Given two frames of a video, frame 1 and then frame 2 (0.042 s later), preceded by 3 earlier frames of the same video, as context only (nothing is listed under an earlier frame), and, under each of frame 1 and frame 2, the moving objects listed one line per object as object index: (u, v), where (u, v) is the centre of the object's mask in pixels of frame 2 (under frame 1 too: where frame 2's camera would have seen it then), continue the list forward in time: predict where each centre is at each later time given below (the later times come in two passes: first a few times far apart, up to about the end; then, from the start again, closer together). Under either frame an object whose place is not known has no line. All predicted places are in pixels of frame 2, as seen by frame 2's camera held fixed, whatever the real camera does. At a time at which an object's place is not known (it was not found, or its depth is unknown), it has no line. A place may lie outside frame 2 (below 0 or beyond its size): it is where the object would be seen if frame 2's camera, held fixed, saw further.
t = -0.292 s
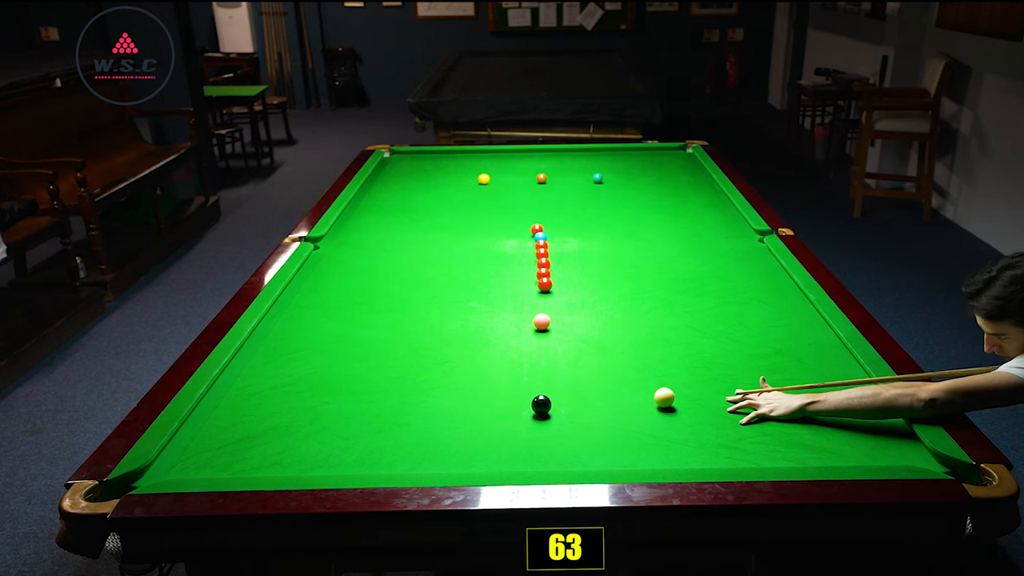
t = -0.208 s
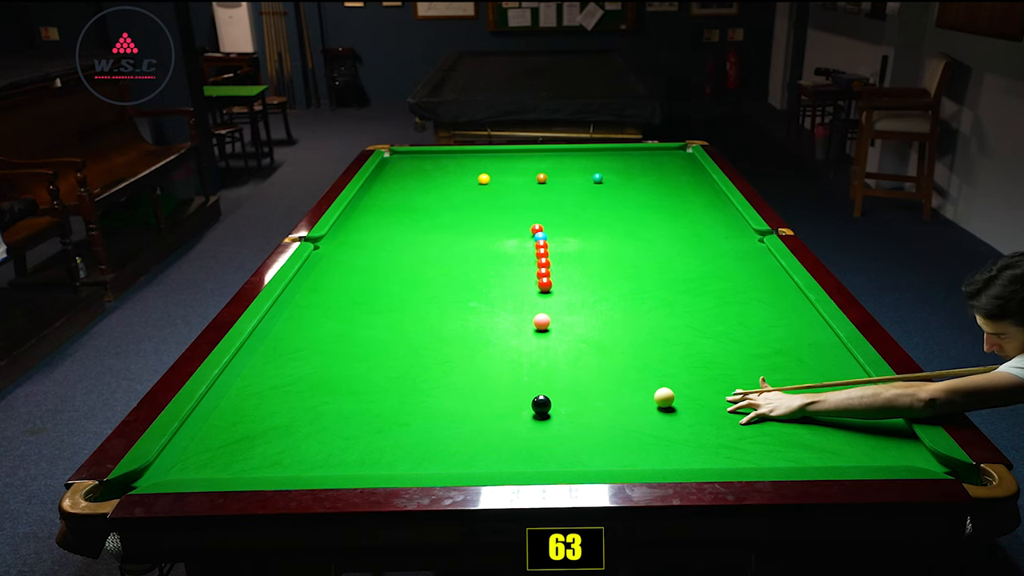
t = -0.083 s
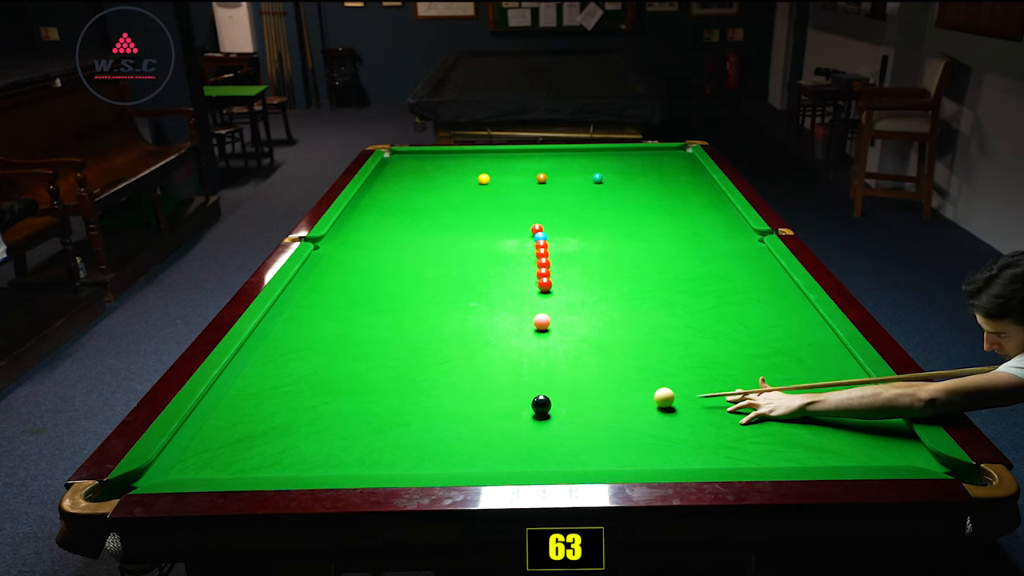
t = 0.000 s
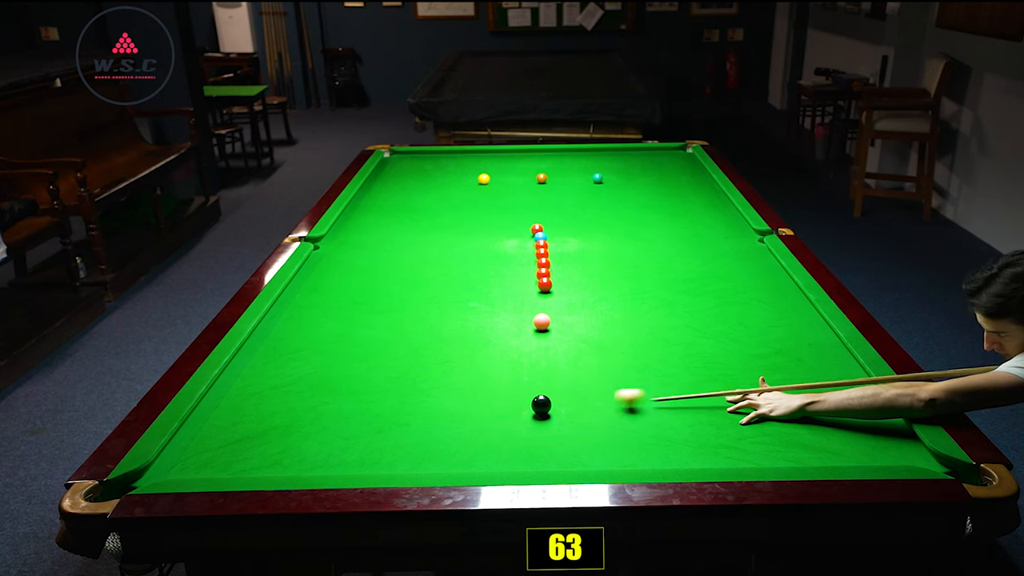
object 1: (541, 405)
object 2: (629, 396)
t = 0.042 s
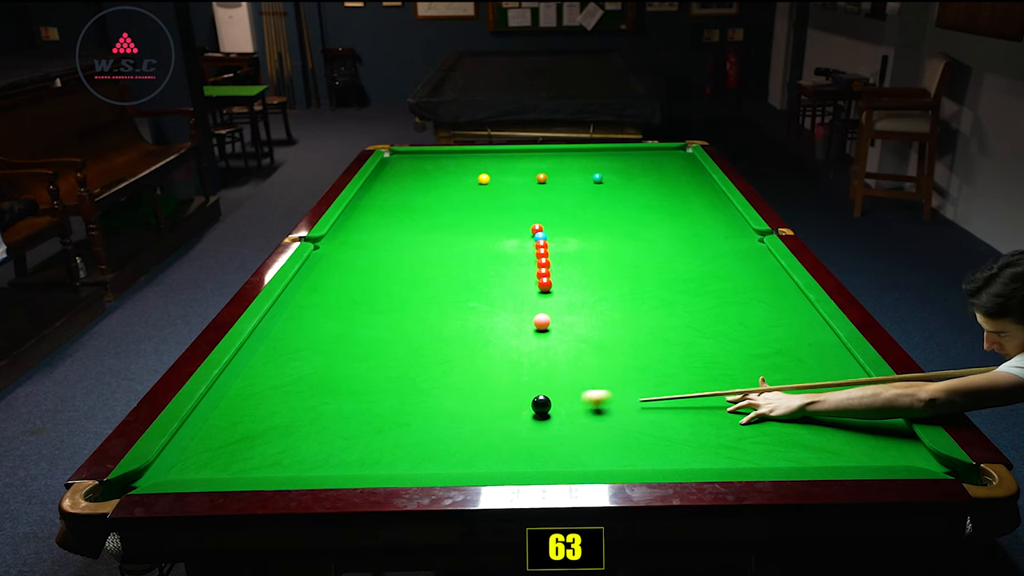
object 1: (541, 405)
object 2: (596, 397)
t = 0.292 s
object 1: (435, 425)
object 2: (545, 386)
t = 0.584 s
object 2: (529, 370)
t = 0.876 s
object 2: (514, 356)
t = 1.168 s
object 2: (501, 344)
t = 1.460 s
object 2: (490, 334)
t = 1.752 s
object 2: (479, 326)
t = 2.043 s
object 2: (471, 318)
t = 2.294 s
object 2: (464, 313)
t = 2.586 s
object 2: (458, 308)
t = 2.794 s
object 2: (451, 302)
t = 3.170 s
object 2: (442, 295)
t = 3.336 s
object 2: (442, 295)
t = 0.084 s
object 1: (541, 405)
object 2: (565, 398)
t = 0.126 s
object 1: (521, 408)
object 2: (556, 398)
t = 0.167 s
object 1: (498, 413)
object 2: (553, 394)
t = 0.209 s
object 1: (475, 417)
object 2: (550, 392)
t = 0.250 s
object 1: (454, 421)
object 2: (548, 389)
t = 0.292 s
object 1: (435, 425)
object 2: (545, 386)
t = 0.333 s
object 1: (415, 429)
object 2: (543, 384)
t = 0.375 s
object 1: (395, 433)
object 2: (540, 382)
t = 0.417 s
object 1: (375, 437)
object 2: (538, 379)
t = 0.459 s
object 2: (536, 377)
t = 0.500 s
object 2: (533, 374)
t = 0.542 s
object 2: (531, 372)
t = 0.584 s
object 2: (529, 370)
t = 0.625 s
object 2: (527, 368)
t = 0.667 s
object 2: (524, 366)
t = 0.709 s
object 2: (522, 364)
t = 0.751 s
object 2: (520, 362)
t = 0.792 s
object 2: (518, 360)
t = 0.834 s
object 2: (516, 358)
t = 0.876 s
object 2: (514, 356)
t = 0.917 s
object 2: (512, 354)
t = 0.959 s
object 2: (510, 352)
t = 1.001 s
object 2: (508, 351)
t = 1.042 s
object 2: (506, 349)
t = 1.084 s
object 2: (505, 347)
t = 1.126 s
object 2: (503, 346)
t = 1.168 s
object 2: (501, 344)
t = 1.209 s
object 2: (499, 343)
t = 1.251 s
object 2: (498, 341)
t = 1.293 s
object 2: (496, 340)
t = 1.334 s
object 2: (494, 338)
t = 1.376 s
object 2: (493, 337)
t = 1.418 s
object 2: (491, 335)
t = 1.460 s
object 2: (490, 334)
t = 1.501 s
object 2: (488, 333)
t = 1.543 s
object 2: (486, 331)
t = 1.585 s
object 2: (485, 330)
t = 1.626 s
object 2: (484, 329)
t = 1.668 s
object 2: (482, 328)
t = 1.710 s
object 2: (481, 327)
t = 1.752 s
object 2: (479, 326)
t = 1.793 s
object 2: (478, 324)
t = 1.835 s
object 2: (477, 323)
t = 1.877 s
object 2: (476, 322)
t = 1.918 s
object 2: (474, 321)
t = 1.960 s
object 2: (473, 320)
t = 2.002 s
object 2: (472, 319)
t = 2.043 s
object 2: (471, 318)
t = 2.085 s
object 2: (470, 317)
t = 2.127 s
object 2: (469, 316)
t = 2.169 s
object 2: (467, 315)
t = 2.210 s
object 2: (466, 315)
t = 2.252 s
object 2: (465, 314)
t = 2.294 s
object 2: (464, 313)
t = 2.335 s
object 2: (463, 312)
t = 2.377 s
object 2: (462, 311)
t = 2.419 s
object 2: (461, 310)
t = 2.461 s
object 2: (461, 310)
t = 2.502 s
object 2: (460, 309)
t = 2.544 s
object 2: (459, 308)
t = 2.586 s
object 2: (458, 308)
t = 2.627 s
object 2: (457, 307)
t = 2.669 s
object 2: (456, 306)
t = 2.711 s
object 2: (454, 304)
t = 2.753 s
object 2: (452, 303)
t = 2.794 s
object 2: (451, 302)
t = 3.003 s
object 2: (444, 297)
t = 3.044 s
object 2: (443, 296)
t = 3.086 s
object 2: (442, 296)
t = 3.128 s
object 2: (442, 296)
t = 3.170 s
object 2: (442, 295)
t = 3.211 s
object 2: (442, 295)
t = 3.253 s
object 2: (442, 295)
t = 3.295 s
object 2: (442, 295)
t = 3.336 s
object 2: (442, 295)
